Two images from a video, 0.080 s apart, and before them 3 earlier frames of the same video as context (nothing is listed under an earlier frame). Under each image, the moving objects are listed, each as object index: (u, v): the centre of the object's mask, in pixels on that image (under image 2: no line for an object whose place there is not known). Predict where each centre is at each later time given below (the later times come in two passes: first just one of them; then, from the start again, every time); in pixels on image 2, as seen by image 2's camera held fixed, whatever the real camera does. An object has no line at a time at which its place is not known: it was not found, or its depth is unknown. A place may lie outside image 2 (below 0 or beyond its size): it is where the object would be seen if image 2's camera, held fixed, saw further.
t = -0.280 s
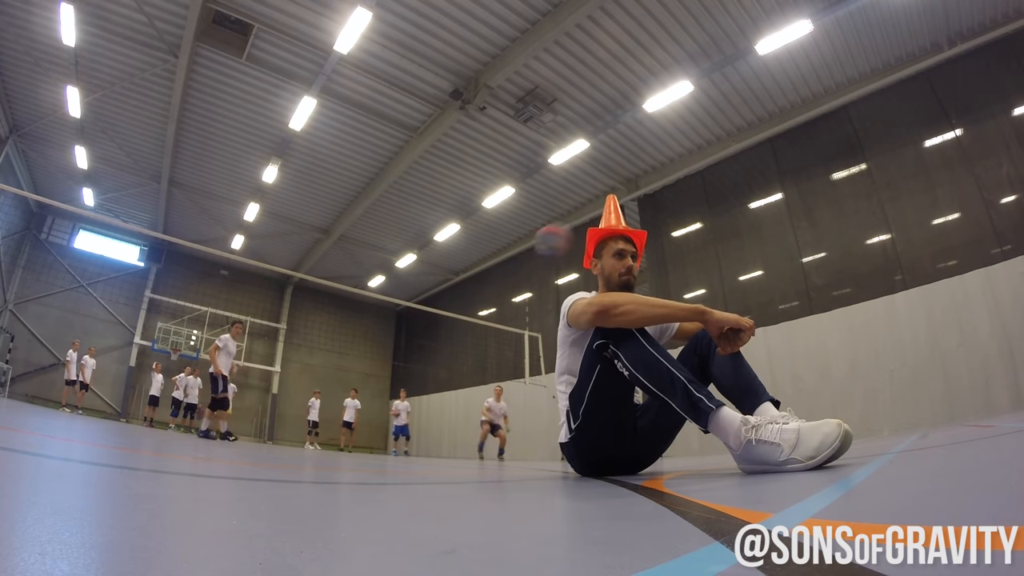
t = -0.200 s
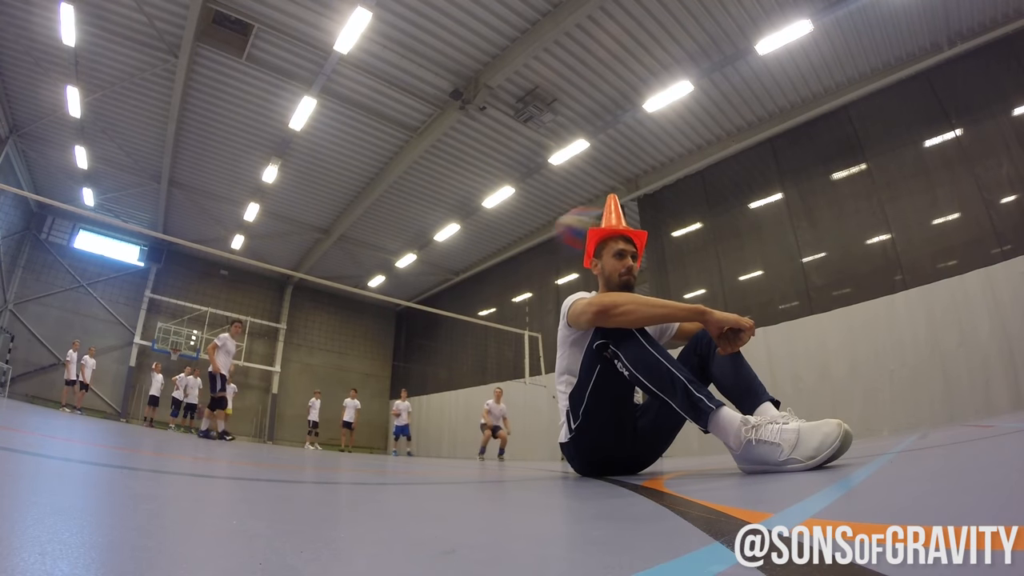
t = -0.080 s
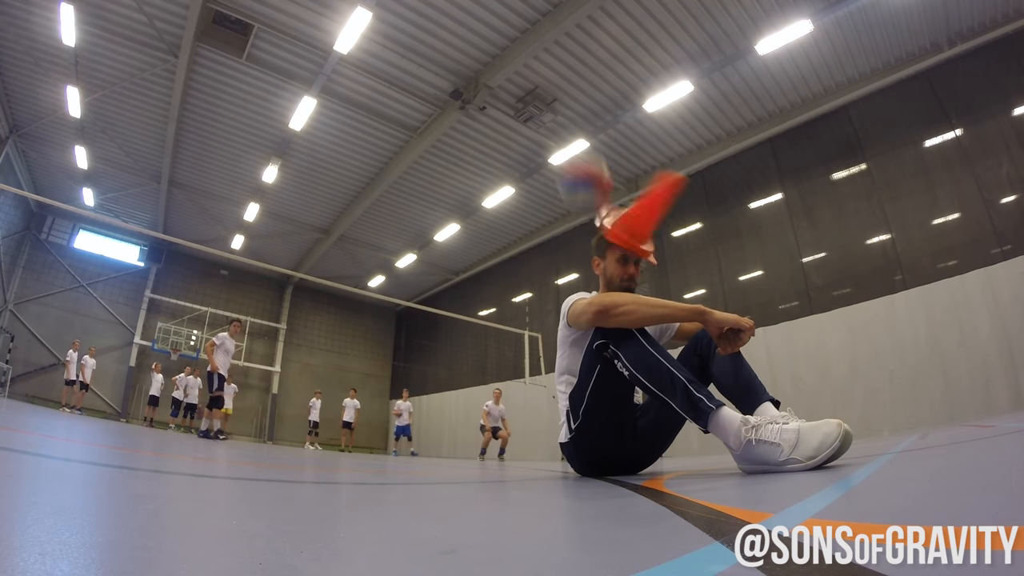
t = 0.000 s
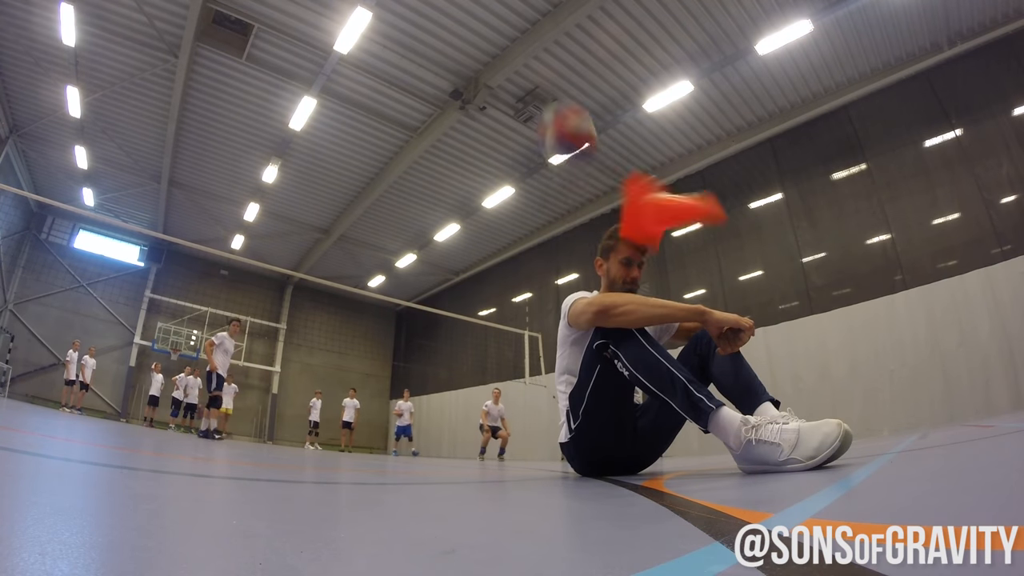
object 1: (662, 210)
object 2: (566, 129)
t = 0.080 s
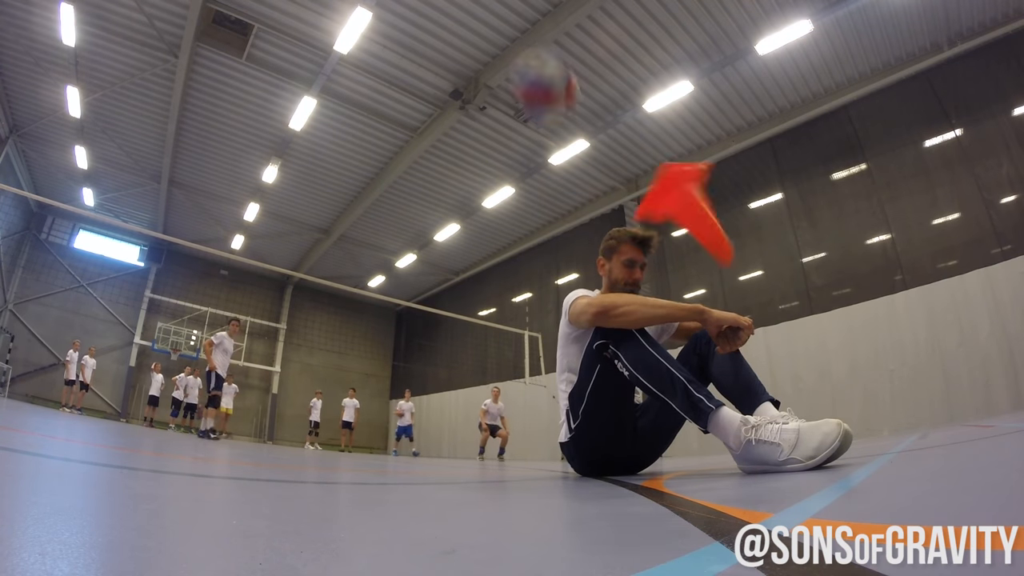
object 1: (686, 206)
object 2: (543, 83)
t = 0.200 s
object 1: (731, 196)
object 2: (507, 19)
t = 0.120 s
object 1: (701, 206)
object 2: (533, 62)
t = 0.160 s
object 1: (718, 206)
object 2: (522, 32)
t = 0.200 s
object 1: (731, 196)
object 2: (507, 19)
